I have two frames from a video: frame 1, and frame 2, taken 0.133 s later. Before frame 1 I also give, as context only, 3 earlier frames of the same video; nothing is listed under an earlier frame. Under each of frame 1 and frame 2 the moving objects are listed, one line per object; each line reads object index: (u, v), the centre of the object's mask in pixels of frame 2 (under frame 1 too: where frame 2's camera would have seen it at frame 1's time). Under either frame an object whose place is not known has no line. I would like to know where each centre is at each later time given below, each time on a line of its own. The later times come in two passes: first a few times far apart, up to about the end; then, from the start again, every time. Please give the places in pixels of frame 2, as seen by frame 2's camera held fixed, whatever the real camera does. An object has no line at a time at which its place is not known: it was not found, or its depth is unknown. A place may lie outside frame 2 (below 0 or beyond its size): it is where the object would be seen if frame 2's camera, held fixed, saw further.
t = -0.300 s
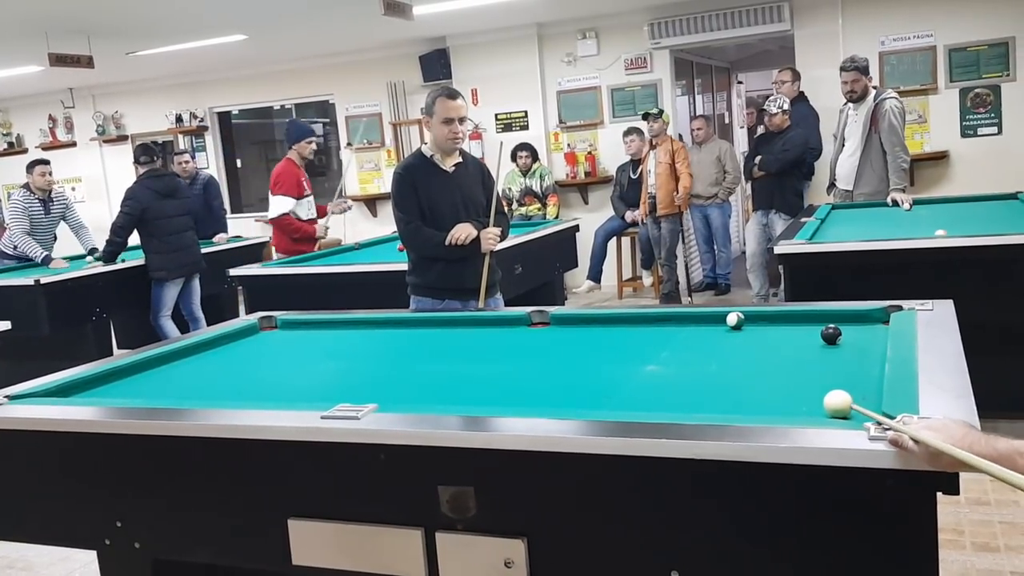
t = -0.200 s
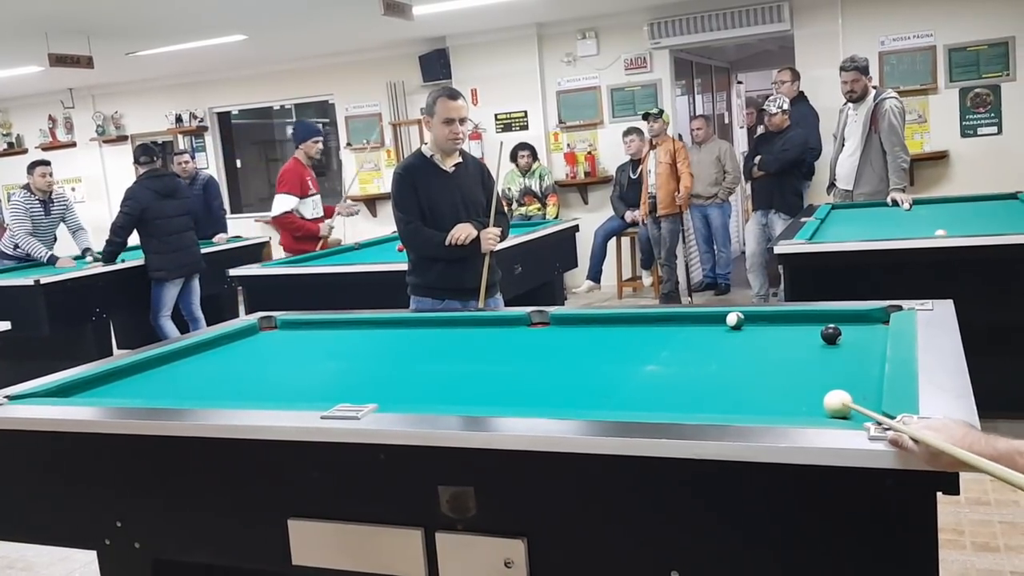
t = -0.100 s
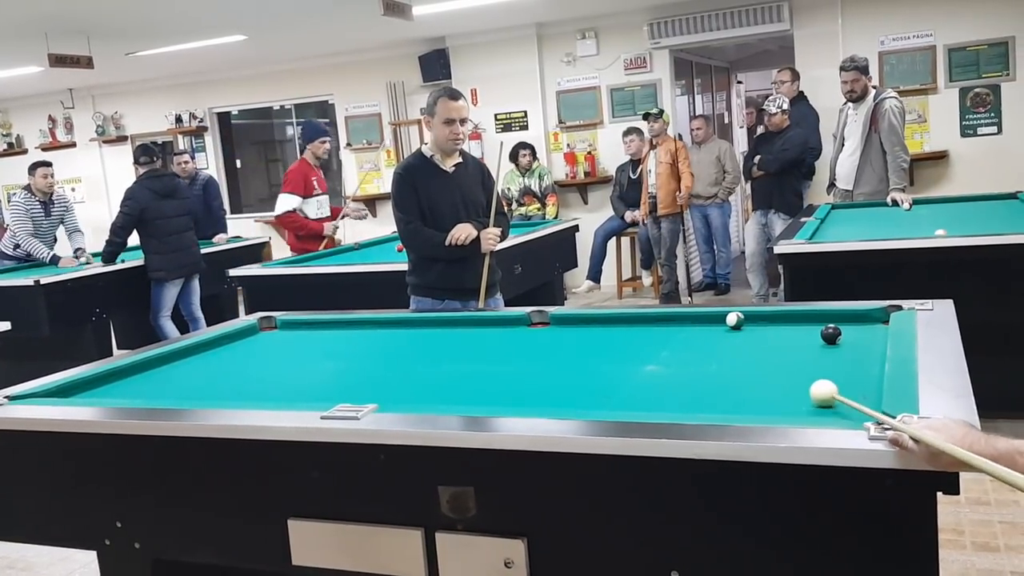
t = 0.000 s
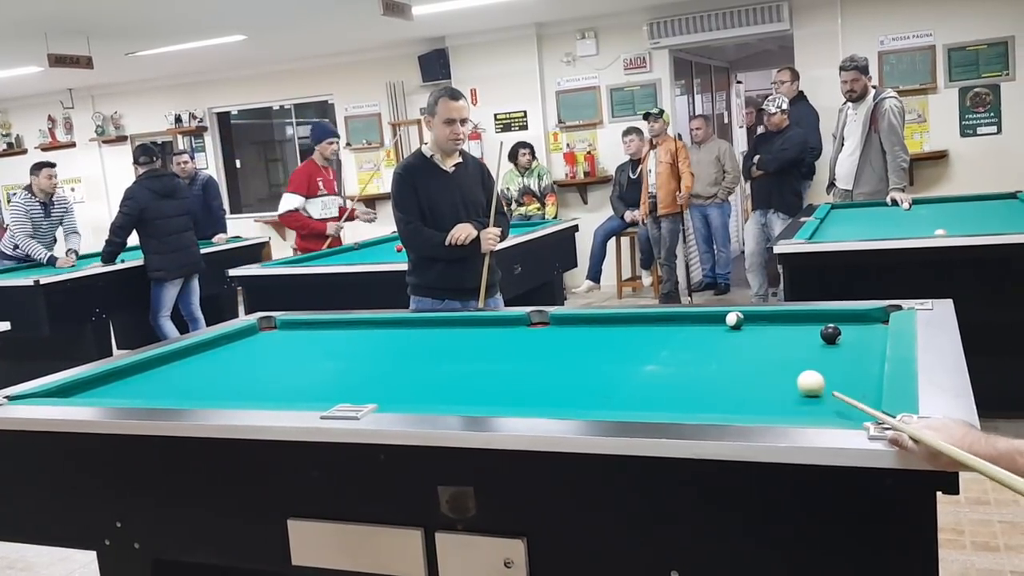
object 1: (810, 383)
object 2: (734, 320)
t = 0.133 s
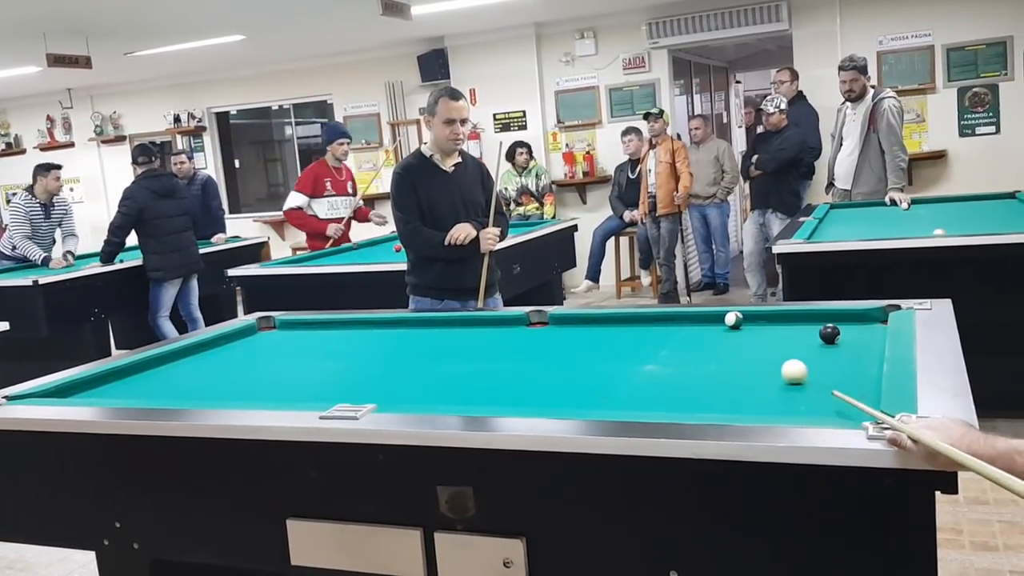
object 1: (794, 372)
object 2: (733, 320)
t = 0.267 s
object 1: (780, 362)
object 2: (733, 319)
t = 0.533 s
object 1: (757, 344)
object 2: (733, 319)
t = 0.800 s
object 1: (738, 331)
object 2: (733, 317)
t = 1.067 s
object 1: (717, 322)
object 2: (738, 317)
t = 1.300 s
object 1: (696, 319)
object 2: (735, 320)
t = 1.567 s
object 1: (676, 318)
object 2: (734, 324)
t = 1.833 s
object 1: (658, 319)
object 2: (732, 327)
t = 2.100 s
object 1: (643, 321)
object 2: (730, 330)
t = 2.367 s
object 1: (631, 322)
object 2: (730, 333)
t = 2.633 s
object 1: (621, 323)
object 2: (729, 335)
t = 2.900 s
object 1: (614, 324)
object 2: (728, 336)
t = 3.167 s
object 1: (609, 324)
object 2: (726, 337)
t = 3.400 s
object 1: (608, 324)
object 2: (726, 337)
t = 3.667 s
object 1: (608, 324)
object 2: (726, 337)
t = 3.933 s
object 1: (608, 324)
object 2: (726, 337)
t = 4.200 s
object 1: (608, 324)
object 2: (723, 335)
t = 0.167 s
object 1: (791, 369)
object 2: (733, 319)
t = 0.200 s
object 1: (787, 367)
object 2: (733, 320)
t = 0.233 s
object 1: (784, 364)
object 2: (733, 319)
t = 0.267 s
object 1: (780, 362)
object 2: (733, 319)
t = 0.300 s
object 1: (777, 359)
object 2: (733, 320)
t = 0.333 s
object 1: (774, 357)
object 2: (733, 319)
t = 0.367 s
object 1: (771, 355)
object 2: (733, 319)
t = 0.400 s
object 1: (768, 353)
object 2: (733, 320)
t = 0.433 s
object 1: (765, 350)
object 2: (733, 320)
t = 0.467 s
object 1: (762, 348)
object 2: (733, 320)
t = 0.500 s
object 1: (760, 346)
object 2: (734, 319)
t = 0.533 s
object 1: (757, 344)
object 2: (733, 319)
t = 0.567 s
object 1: (754, 343)
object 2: (734, 319)
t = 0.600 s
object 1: (752, 341)
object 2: (733, 319)
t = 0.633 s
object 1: (749, 339)
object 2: (733, 319)
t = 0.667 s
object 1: (747, 337)
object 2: (733, 319)
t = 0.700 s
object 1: (745, 335)
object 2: (733, 319)
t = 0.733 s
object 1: (742, 334)
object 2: (733, 318)
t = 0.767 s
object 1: (740, 332)
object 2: (733, 318)
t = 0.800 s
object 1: (738, 331)
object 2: (733, 317)
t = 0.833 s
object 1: (736, 329)
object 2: (733, 316)
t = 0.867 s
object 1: (734, 328)
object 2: (733, 316)
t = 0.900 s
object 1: (732, 327)
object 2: (734, 315)
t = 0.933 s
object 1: (729, 324)
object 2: (735, 316)
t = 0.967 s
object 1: (727, 322)
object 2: (737, 317)
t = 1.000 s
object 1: (723, 323)
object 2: (736, 318)
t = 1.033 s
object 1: (720, 322)
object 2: (737, 317)
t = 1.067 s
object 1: (717, 322)
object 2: (738, 317)
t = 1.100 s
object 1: (714, 321)
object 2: (737, 317)
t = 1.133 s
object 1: (711, 321)
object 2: (737, 318)
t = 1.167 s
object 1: (708, 321)
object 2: (737, 318)
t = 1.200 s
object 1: (705, 320)
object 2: (736, 319)
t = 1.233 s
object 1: (702, 320)
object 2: (736, 319)
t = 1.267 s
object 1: (699, 319)
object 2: (736, 320)
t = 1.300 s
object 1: (696, 319)
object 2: (735, 320)
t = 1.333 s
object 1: (694, 318)
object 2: (735, 321)
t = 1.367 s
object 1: (691, 318)
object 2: (735, 321)
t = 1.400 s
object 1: (688, 318)
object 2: (735, 322)
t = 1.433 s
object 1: (686, 317)
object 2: (735, 322)
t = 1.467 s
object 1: (683, 317)
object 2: (735, 322)
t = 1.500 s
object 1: (681, 317)
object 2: (734, 323)
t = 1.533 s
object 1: (678, 318)
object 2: (734, 323)
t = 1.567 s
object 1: (676, 318)
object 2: (734, 324)
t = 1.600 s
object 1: (674, 318)
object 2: (733, 324)
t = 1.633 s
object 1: (671, 318)
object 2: (733, 325)
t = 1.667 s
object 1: (669, 318)
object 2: (733, 325)
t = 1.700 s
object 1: (667, 319)
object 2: (733, 326)
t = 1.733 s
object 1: (665, 319)
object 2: (732, 326)
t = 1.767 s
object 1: (662, 319)
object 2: (732, 326)
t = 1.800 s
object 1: (660, 319)
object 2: (732, 327)
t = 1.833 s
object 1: (658, 319)
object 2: (732, 327)
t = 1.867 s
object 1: (656, 319)
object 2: (731, 328)
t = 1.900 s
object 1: (654, 320)
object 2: (731, 328)
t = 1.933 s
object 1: (652, 320)
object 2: (731, 328)
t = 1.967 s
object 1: (650, 320)
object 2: (731, 329)
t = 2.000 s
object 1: (648, 320)
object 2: (731, 329)
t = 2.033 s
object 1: (646, 320)
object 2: (730, 330)
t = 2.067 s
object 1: (645, 321)
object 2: (730, 330)
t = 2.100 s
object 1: (643, 321)
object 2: (730, 330)
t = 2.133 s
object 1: (641, 321)
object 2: (730, 331)
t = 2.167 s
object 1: (640, 321)
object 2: (730, 331)
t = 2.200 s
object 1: (638, 321)
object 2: (730, 331)
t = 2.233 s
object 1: (637, 321)
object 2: (730, 332)
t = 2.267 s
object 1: (635, 322)
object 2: (730, 332)
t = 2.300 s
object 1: (634, 322)
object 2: (730, 333)
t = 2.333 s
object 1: (632, 322)
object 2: (730, 333)
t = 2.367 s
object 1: (631, 322)
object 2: (730, 333)
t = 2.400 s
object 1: (629, 322)
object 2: (730, 333)
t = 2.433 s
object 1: (628, 322)
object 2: (729, 334)
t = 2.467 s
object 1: (627, 322)
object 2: (729, 334)
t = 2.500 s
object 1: (626, 322)
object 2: (729, 334)
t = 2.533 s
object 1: (624, 323)
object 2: (729, 334)
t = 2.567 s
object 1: (623, 323)
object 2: (729, 334)
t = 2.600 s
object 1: (622, 323)
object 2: (729, 335)
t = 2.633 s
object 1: (621, 323)
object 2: (729, 335)
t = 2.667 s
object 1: (620, 323)
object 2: (728, 335)
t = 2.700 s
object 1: (619, 323)
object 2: (728, 335)
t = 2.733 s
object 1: (618, 323)
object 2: (728, 335)
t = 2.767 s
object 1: (617, 323)
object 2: (728, 335)
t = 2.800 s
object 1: (616, 323)
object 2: (728, 336)
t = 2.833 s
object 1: (616, 323)
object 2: (728, 336)
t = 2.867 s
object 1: (615, 323)
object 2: (728, 336)
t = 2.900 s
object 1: (614, 324)
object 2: (728, 336)
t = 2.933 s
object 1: (613, 324)
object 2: (728, 336)
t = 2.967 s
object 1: (613, 324)
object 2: (727, 336)
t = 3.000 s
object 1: (612, 324)
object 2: (727, 337)
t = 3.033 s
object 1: (611, 324)
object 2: (727, 337)
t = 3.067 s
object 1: (611, 324)
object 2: (727, 337)
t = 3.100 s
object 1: (610, 324)
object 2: (727, 337)
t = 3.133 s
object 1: (610, 324)
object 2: (726, 337)
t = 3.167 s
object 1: (609, 324)
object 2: (726, 337)
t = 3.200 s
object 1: (609, 324)
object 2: (726, 337)
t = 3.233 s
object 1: (609, 324)
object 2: (726, 337)
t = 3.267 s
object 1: (608, 324)
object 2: (726, 337)
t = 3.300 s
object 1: (608, 324)
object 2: (726, 337)
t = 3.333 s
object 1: (608, 324)
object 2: (726, 337)
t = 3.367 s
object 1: (608, 324)
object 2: (726, 337)
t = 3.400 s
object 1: (608, 324)
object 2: (726, 337)
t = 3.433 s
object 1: (608, 324)
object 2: (726, 337)
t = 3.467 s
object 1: (608, 324)
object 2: (726, 337)
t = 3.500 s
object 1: (608, 324)
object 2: (726, 337)
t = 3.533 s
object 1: (608, 324)
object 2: (726, 337)
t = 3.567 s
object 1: (608, 324)
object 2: (726, 337)
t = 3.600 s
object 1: (608, 324)
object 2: (726, 337)
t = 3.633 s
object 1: (608, 324)
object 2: (726, 337)
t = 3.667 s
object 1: (608, 324)
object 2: (726, 337)
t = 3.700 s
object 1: (608, 324)
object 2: (726, 337)
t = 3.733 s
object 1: (608, 324)
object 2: (726, 337)
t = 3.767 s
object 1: (608, 324)
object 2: (726, 337)
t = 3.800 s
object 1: (608, 324)
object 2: (726, 337)
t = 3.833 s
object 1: (608, 324)
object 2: (726, 337)
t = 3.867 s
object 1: (608, 324)
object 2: (726, 337)
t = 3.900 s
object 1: (608, 324)
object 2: (726, 337)
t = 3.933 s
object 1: (608, 324)
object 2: (726, 337)
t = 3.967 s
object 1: (608, 324)
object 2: (726, 337)
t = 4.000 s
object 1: (608, 324)
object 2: (726, 337)
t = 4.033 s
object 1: (608, 324)
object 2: (726, 337)
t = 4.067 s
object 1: (608, 324)
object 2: (726, 337)
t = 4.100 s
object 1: (608, 324)
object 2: (726, 337)
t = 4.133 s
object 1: (608, 324)
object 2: (726, 337)
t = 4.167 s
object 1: (608, 324)
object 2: (726, 337)
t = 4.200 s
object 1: (608, 324)
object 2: (723, 335)
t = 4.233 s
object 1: (608, 324)
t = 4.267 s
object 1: (608, 324)
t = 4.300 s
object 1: (608, 324)
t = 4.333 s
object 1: (608, 324)
